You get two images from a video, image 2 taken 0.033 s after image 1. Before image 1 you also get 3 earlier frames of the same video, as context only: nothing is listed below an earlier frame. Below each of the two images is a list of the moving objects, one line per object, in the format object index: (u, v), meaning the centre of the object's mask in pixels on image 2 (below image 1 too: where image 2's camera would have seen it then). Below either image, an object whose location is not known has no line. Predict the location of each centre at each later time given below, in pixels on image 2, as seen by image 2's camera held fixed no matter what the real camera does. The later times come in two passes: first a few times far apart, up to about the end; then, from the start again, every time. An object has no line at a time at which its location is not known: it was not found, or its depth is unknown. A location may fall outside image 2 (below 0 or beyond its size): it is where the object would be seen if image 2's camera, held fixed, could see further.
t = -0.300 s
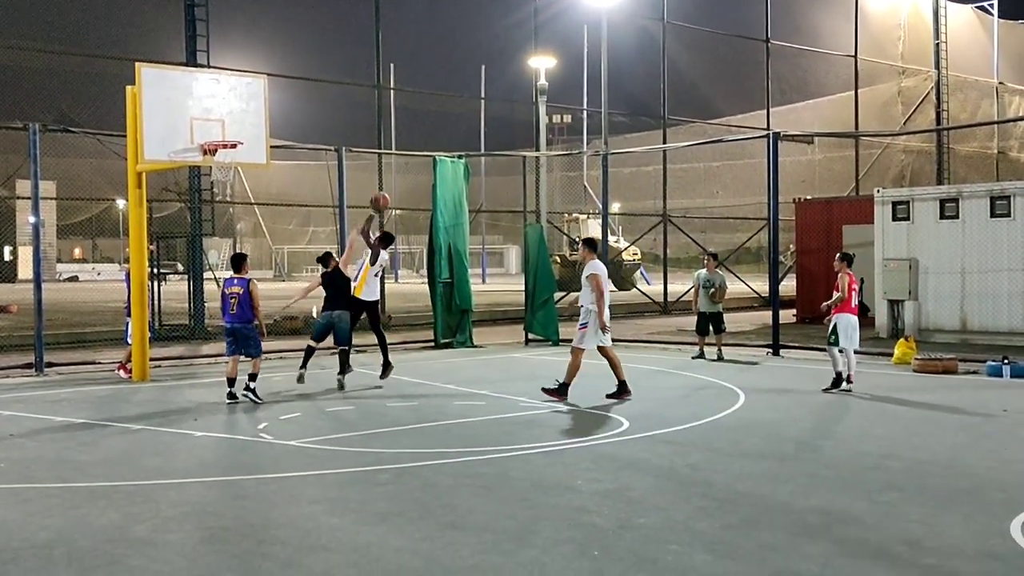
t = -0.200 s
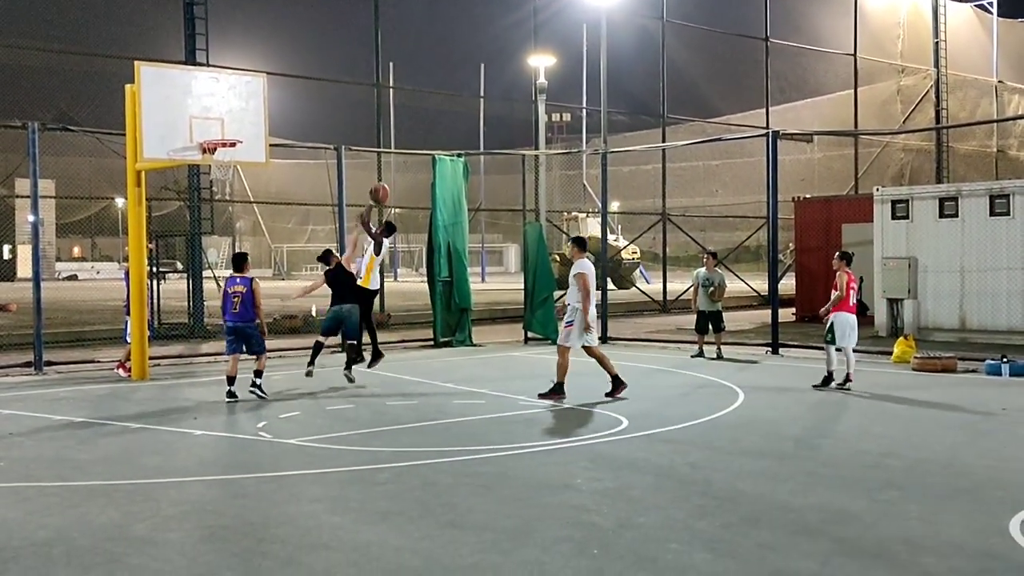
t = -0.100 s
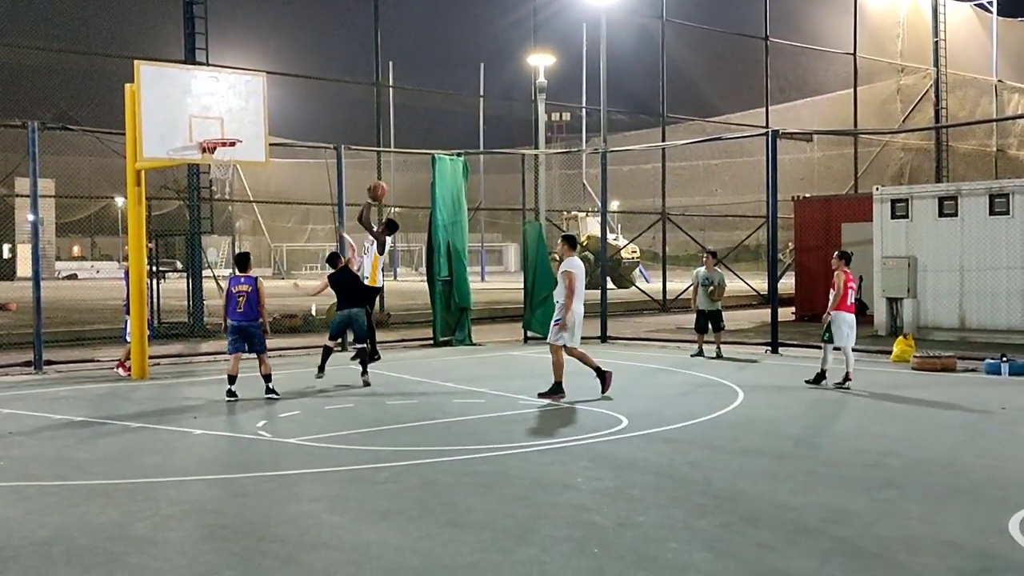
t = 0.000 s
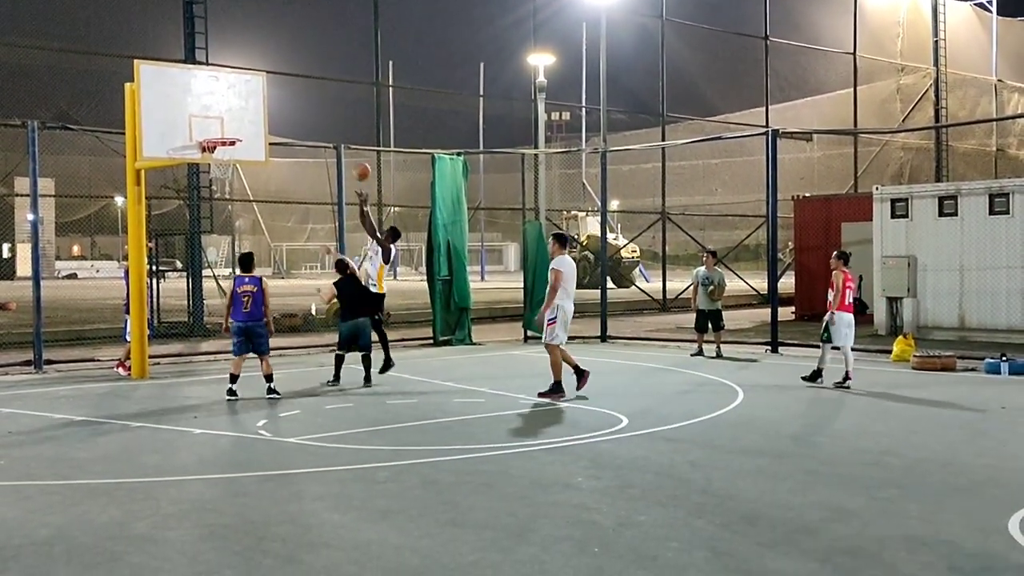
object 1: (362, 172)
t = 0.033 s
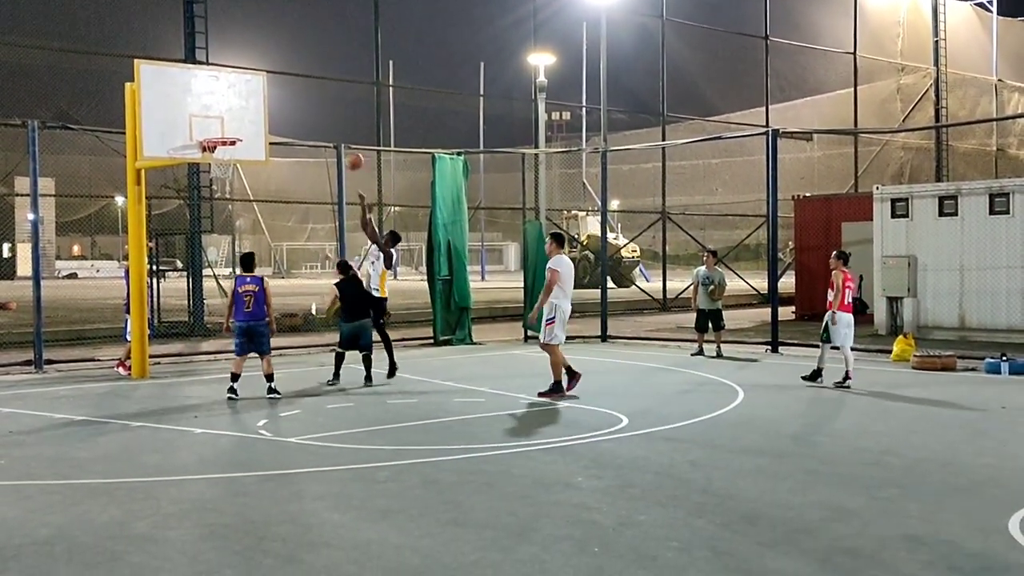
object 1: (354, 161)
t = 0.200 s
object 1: (316, 122)
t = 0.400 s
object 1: (271, 105)
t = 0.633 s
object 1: (246, 119)
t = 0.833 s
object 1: (266, 131)
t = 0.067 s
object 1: (346, 150)
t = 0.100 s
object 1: (339, 142)
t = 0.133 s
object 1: (330, 135)
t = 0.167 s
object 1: (323, 128)
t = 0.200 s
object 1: (316, 122)
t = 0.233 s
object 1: (310, 118)
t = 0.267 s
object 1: (302, 114)
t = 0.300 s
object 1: (294, 110)
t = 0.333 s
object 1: (286, 107)
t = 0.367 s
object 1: (279, 106)
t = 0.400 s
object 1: (271, 105)
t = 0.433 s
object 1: (264, 105)
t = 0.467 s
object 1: (256, 106)
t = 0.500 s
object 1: (248, 108)
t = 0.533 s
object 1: (246, 110)
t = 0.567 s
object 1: (246, 112)
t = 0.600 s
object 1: (246, 115)
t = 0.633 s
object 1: (246, 119)
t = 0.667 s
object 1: (247, 124)
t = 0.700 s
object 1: (246, 130)
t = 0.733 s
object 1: (249, 133)
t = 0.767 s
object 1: (254, 131)
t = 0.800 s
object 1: (260, 131)
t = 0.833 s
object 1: (266, 131)
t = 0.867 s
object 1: (271, 133)
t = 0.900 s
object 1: (278, 136)
